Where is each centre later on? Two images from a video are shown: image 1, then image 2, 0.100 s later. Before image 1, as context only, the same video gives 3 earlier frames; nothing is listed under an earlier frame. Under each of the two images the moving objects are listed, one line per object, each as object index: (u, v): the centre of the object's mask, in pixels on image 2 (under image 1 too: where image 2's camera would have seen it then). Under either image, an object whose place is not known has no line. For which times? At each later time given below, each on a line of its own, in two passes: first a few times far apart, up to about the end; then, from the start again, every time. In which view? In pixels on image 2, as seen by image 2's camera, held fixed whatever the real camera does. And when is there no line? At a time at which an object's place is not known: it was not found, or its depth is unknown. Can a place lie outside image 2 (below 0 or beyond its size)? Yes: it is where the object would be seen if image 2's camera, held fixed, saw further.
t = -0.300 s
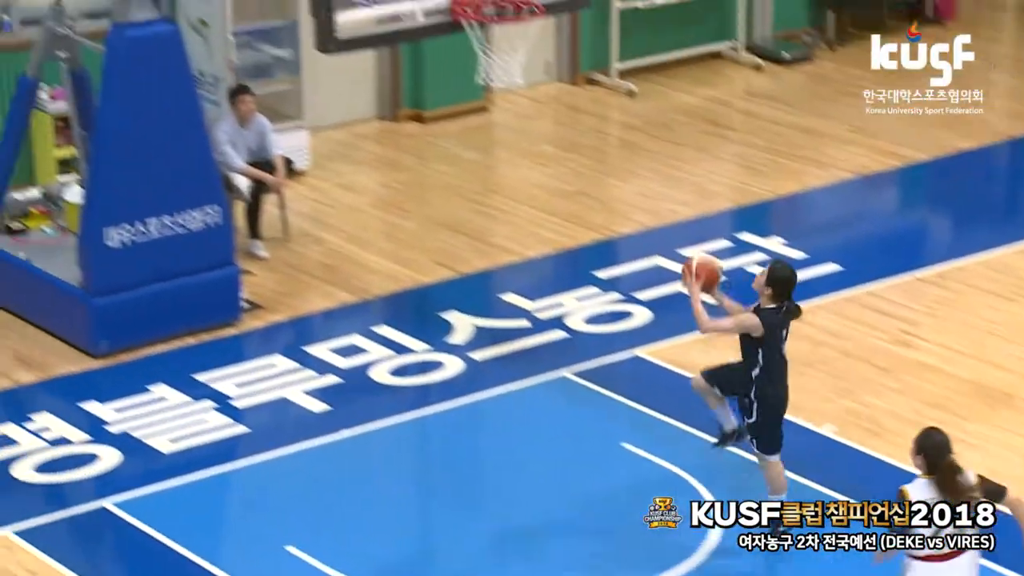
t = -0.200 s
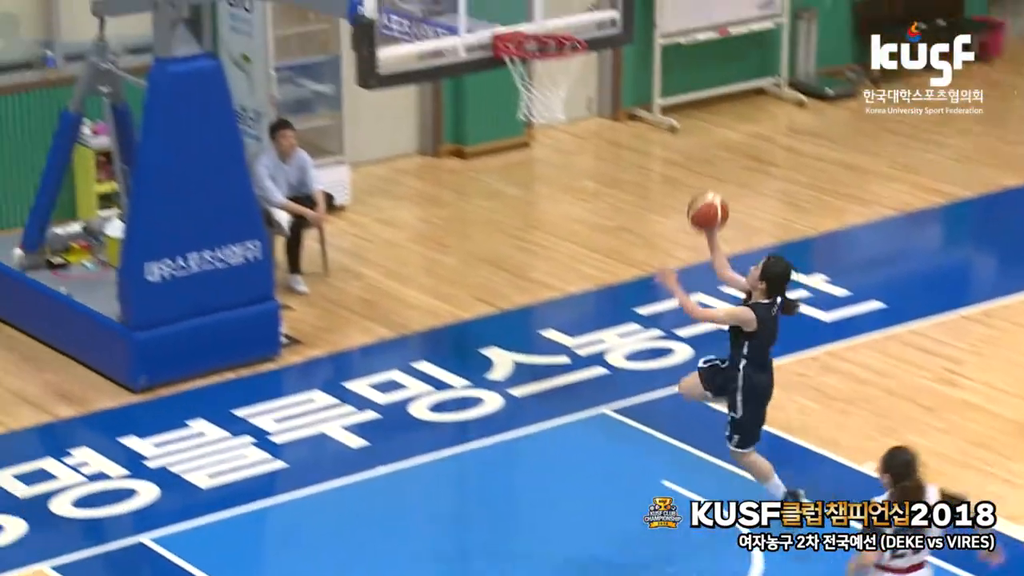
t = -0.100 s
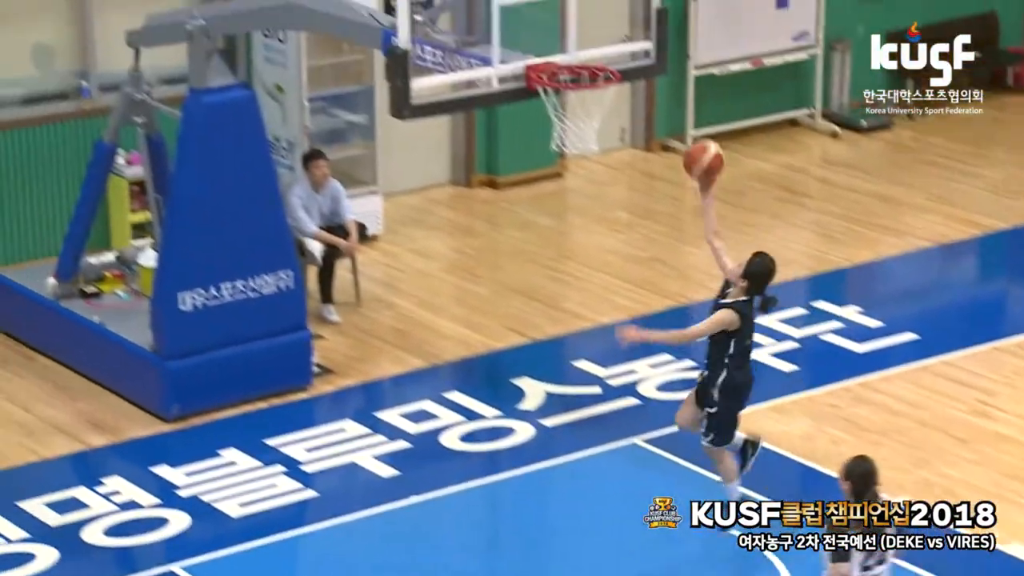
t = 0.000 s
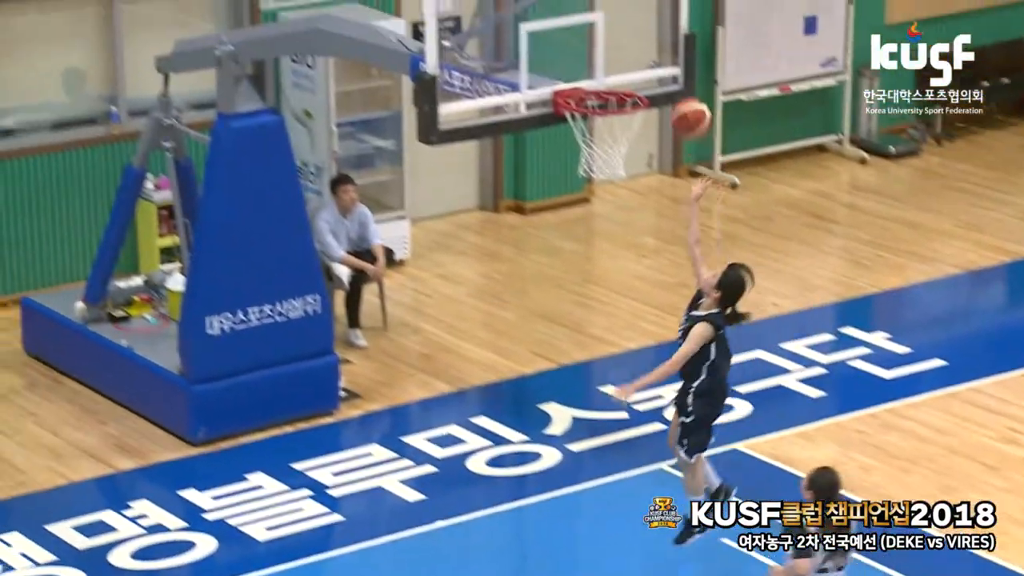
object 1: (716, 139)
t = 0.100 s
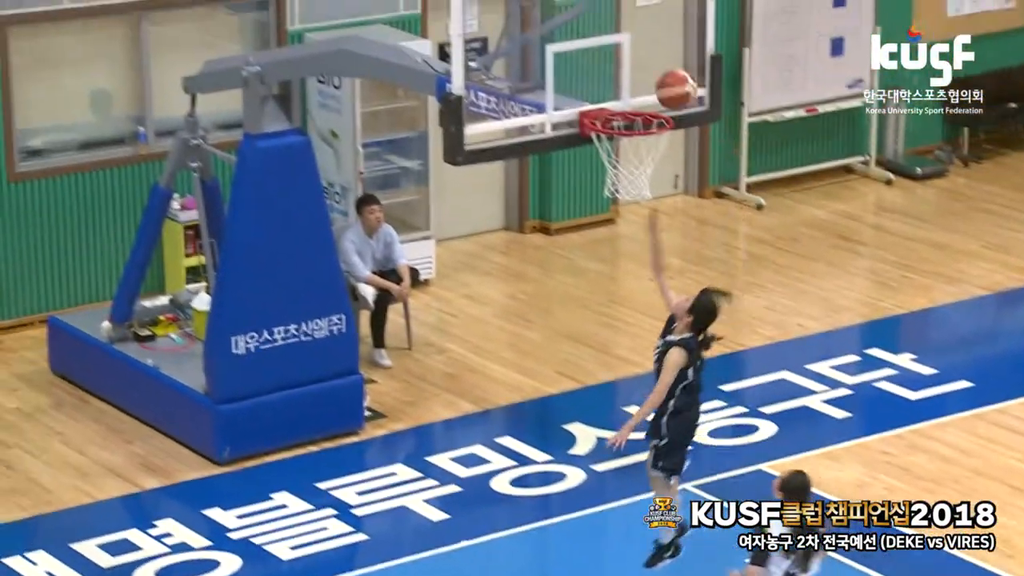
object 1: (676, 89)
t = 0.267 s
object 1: (645, 59)
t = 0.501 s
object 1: (649, 111)
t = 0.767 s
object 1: (628, 116)
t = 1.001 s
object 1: (648, 168)
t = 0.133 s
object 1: (663, 76)
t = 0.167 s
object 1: (650, 65)
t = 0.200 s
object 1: (642, 59)
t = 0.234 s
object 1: (643, 58)
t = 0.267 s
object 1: (645, 59)
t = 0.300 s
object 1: (646, 62)
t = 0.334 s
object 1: (647, 66)
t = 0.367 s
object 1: (647, 72)
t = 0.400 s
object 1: (649, 81)
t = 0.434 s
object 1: (649, 91)
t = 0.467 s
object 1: (650, 104)
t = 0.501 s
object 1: (649, 111)
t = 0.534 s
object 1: (644, 107)
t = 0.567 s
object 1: (639, 105)
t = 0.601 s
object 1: (633, 104)
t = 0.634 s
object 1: (628, 104)
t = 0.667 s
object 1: (621, 107)
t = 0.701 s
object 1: (616, 111)
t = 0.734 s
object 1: (620, 113)
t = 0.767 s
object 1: (628, 116)
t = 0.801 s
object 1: (634, 119)
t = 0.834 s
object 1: (642, 128)
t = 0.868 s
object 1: (649, 137)
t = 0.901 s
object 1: (651, 144)
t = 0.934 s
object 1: (651, 153)
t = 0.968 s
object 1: (649, 160)
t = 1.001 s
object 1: (648, 168)
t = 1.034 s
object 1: (646, 176)
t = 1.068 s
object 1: (644, 185)
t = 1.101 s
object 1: (639, 201)
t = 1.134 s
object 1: (639, 209)
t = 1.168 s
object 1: (637, 220)
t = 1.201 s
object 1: (634, 236)
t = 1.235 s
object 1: (633, 254)
